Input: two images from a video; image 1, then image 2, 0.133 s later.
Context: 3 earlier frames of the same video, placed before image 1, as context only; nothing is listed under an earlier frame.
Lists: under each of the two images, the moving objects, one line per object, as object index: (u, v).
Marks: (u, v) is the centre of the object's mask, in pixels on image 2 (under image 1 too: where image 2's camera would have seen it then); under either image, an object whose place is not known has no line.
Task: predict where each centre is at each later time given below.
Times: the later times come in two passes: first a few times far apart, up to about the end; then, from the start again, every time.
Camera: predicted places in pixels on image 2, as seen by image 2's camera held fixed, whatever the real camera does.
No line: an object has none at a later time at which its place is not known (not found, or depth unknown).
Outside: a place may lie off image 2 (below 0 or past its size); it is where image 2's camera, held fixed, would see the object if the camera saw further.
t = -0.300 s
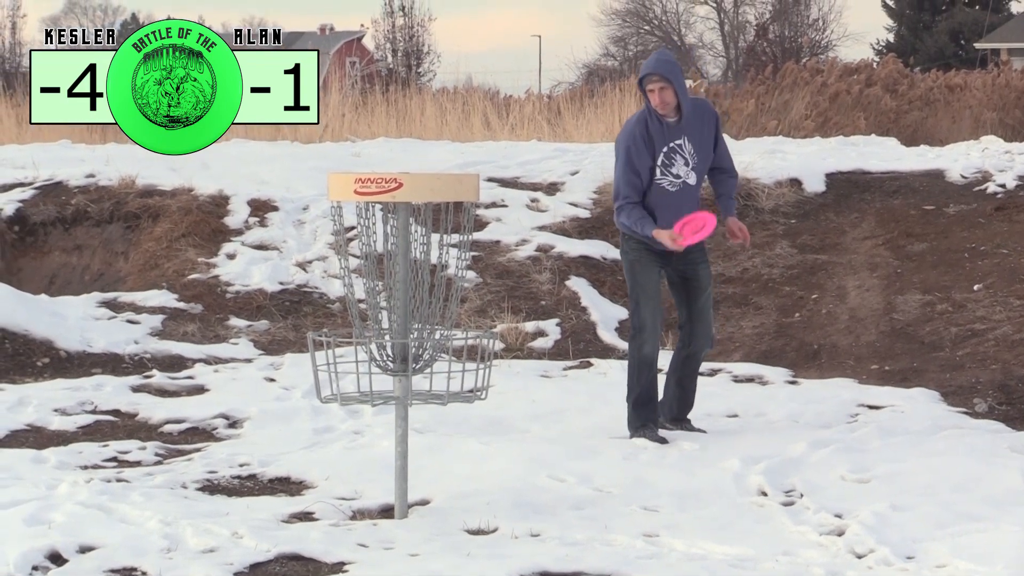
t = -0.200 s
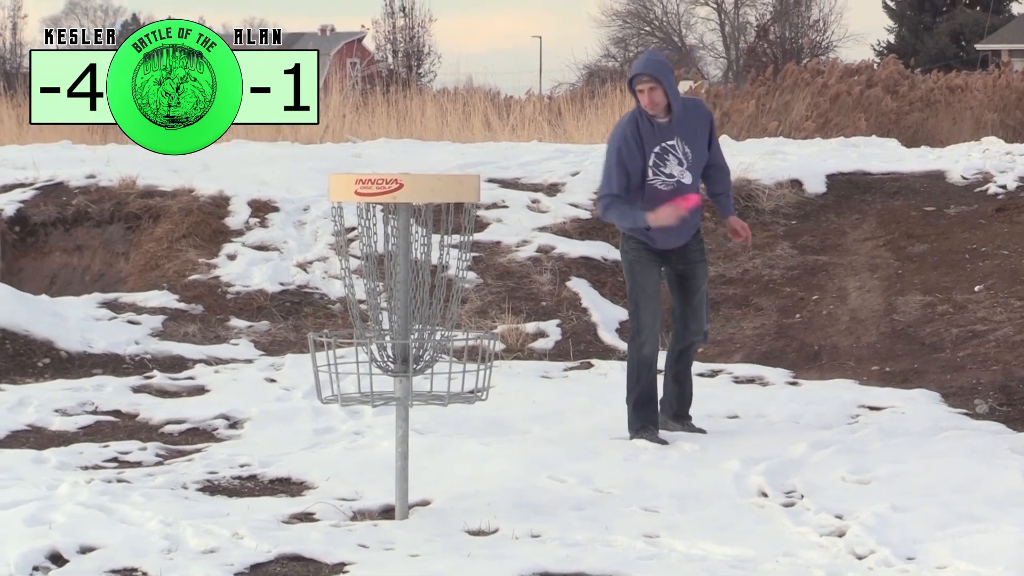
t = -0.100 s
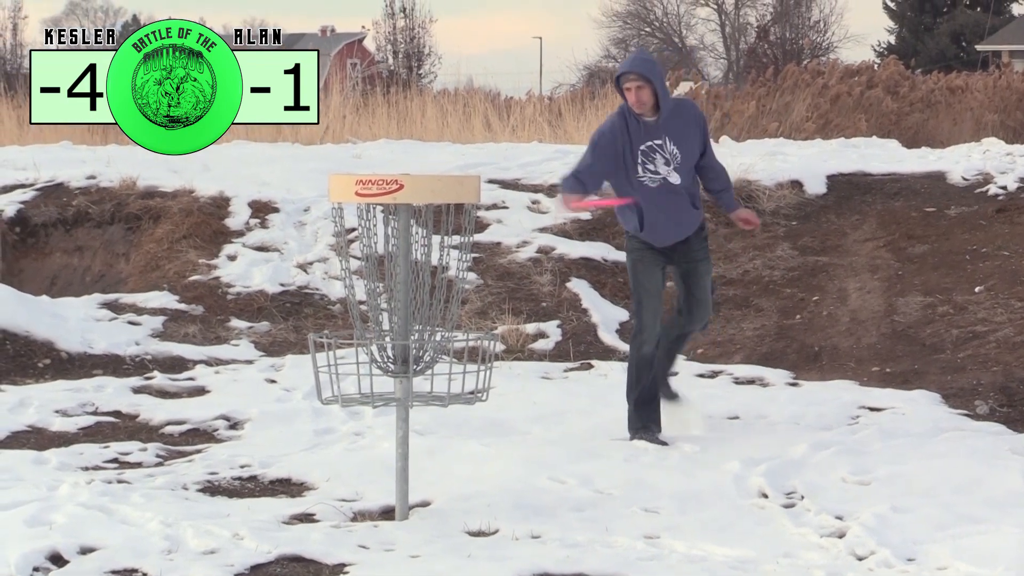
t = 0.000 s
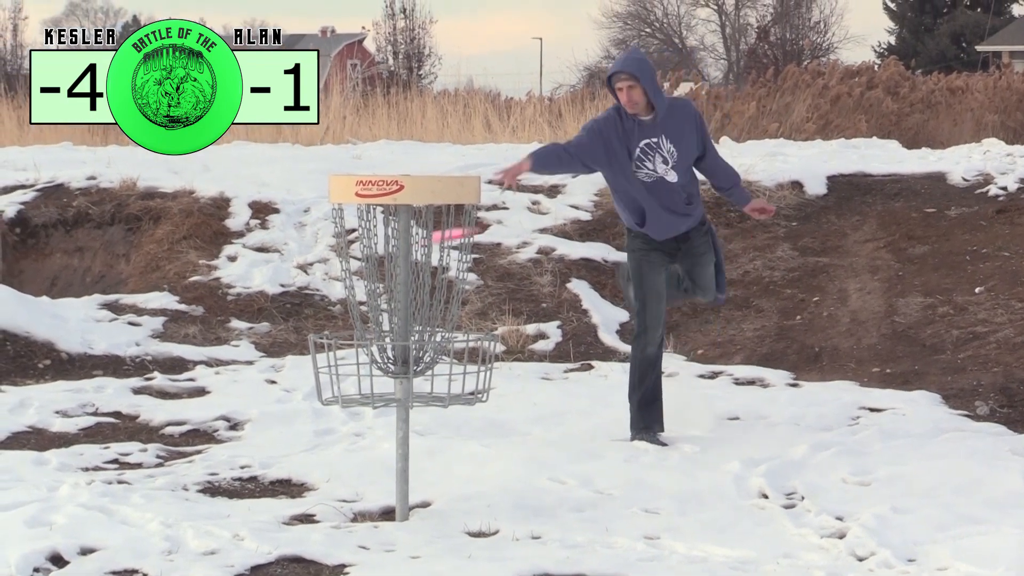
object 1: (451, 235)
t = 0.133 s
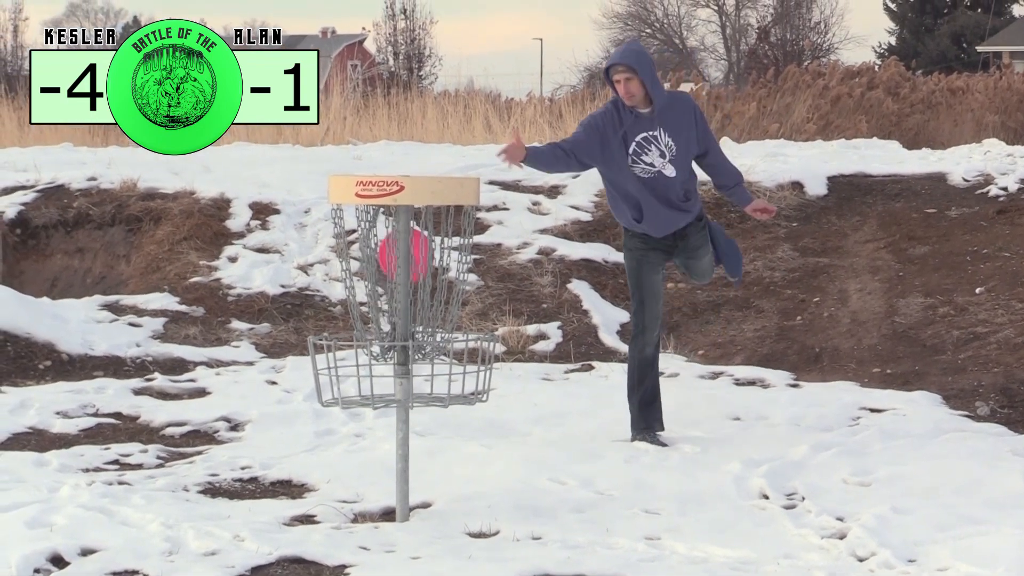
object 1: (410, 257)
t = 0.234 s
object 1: (416, 278)
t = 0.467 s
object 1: (417, 349)
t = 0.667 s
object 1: (439, 372)
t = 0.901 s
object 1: (450, 379)
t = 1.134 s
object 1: (445, 389)
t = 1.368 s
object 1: (445, 394)
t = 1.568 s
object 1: (445, 394)
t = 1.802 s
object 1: (445, 394)
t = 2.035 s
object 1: (444, 394)
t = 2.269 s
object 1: (444, 394)
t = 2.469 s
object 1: (444, 394)
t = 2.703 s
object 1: (444, 394)
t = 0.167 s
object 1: (409, 263)
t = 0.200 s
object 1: (412, 270)
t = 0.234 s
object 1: (416, 278)
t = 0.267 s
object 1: (422, 289)
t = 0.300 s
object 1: (423, 293)
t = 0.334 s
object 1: (422, 301)
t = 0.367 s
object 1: (422, 313)
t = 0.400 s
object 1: (422, 322)
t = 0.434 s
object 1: (420, 337)
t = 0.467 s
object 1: (417, 349)
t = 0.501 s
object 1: (419, 357)
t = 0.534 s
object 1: (421, 365)
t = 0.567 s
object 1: (428, 364)
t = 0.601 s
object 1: (434, 364)
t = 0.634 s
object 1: (437, 366)
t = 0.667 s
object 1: (439, 372)
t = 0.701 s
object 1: (445, 371)
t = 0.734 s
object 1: (447, 372)
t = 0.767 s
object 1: (449, 376)
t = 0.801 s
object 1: (452, 379)
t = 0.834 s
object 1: (451, 380)
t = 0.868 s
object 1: (450, 379)
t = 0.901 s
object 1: (450, 379)
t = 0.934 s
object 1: (449, 381)
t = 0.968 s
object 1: (448, 382)
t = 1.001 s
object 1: (448, 385)
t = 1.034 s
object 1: (447, 390)
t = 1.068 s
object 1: (446, 392)
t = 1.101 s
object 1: (445, 390)
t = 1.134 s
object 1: (445, 389)
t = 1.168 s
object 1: (445, 390)
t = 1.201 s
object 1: (445, 393)
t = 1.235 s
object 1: (445, 393)
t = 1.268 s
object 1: (445, 393)
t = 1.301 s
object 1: (445, 394)
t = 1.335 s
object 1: (445, 394)
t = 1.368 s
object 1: (445, 394)
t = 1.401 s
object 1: (445, 394)
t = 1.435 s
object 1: (445, 394)
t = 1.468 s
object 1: (445, 394)
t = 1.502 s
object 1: (445, 394)
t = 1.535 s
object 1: (444, 394)
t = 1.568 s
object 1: (445, 394)
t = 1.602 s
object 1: (445, 394)
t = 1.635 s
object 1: (445, 393)
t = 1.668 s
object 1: (445, 393)
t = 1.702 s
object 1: (445, 393)
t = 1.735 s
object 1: (445, 394)
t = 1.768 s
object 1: (445, 394)
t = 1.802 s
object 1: (445, 394)
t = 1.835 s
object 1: (445, 394)
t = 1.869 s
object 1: (445, 394)
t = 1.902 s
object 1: (445, 394)
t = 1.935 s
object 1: (444, 394)
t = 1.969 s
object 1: (444, 394)
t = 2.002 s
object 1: (444, 394)
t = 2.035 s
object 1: (444, 394)
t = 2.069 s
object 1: (444, 394)
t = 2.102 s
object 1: (445, 394)
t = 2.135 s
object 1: (445, 394)
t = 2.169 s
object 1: (444, 394)
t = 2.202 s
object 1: (444, 394)
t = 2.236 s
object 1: (444, 394)
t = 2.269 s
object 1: (444, 394)
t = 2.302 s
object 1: (444, 394)
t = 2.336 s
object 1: (444, 394)
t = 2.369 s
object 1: (445, 394)
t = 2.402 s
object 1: (445, 394)
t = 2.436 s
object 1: (445, 394)
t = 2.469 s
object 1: (444, 394)
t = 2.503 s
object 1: (444, 394)
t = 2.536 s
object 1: (444, 394)
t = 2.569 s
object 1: (444, 394)
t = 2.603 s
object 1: (444, 394)
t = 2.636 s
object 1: (444, 394)
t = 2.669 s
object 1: (444, 394)
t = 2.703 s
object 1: (444, 394)
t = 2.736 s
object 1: (444, 394)
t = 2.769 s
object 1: (444, 394)
